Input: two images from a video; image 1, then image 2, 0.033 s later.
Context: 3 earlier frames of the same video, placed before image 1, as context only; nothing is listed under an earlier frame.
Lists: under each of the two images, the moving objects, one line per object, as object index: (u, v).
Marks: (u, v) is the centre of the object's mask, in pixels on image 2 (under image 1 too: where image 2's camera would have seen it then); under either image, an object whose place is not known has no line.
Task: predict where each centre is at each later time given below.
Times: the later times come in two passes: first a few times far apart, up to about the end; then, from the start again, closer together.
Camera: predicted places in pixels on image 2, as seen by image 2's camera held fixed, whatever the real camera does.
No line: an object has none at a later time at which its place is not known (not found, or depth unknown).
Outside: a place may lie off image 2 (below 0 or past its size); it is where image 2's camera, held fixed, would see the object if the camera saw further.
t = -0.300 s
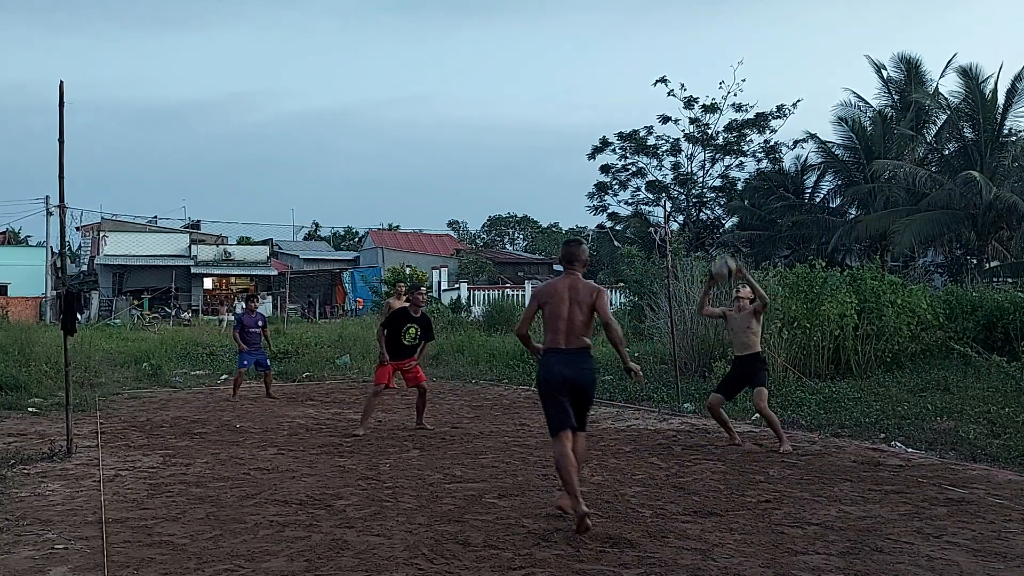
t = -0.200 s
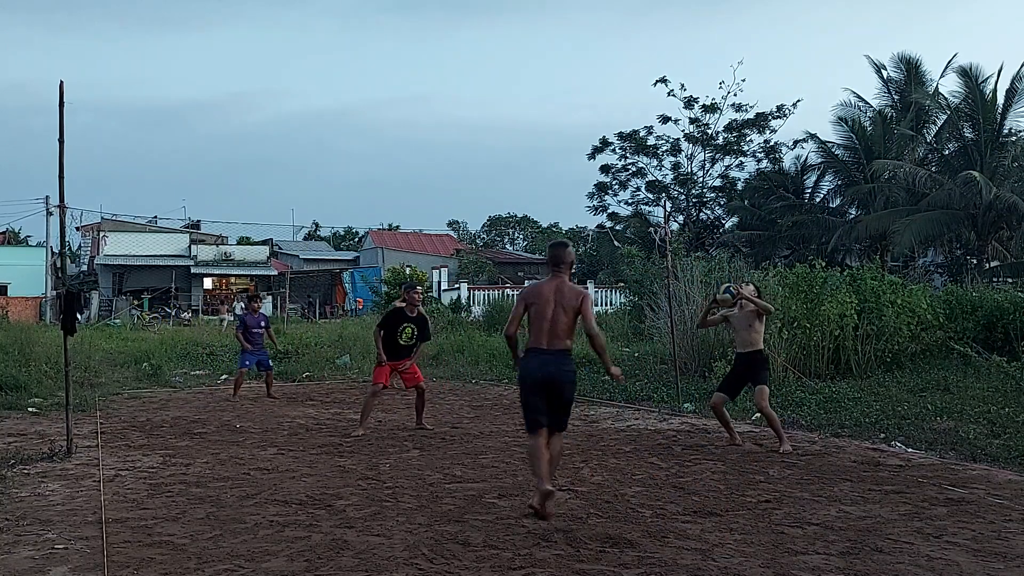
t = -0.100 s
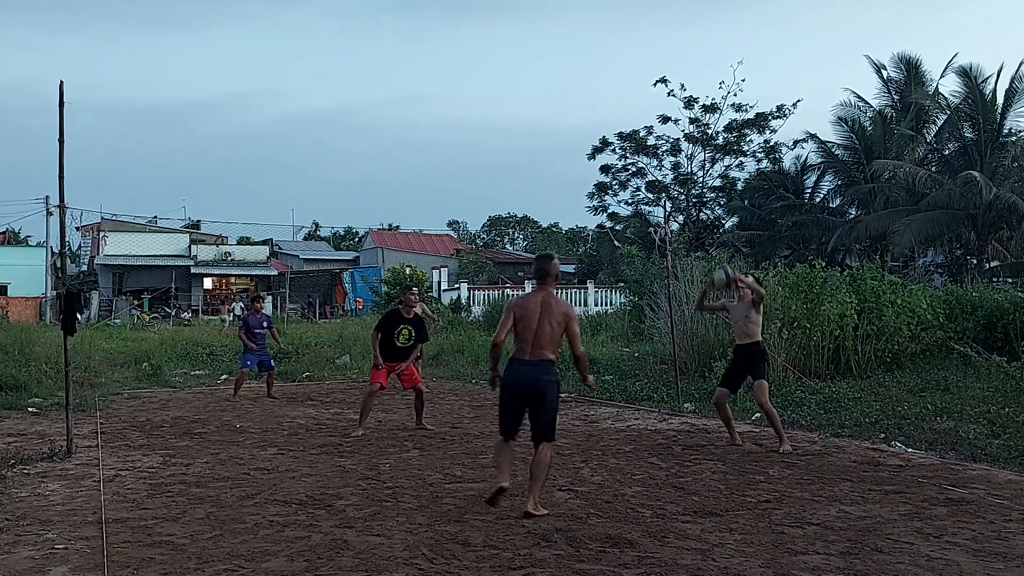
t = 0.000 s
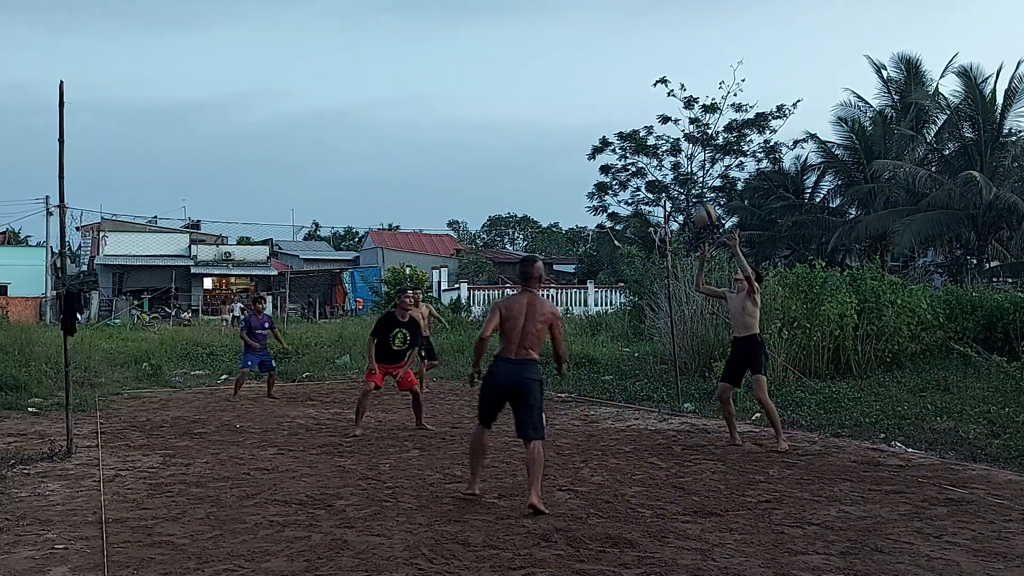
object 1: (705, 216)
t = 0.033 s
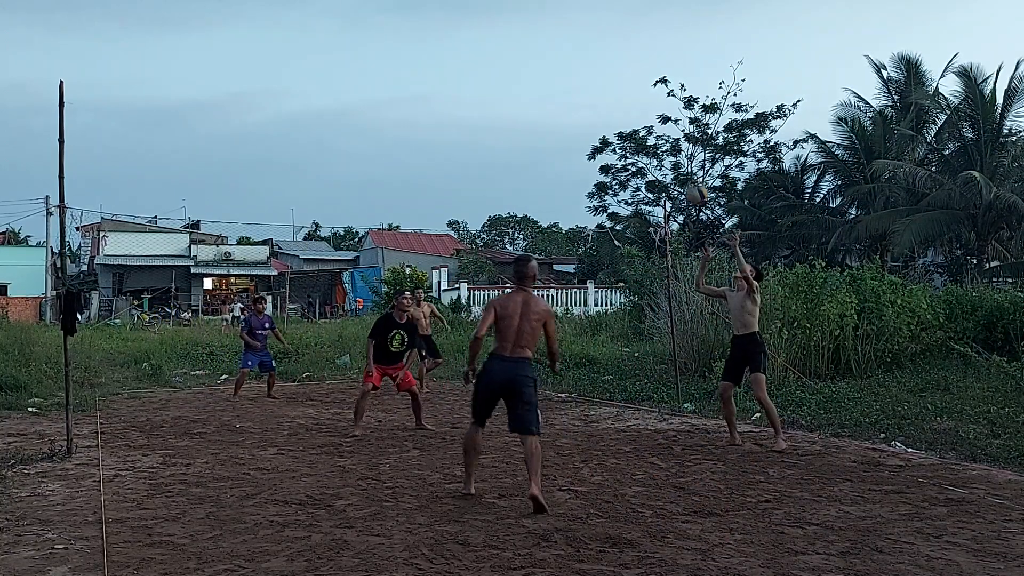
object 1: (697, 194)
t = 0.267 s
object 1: (639, 86)
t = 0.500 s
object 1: (585, 40)
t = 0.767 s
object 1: (523, 60)
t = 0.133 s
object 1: (673, 140)
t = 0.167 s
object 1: (664, 124)
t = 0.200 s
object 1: (655, 111)
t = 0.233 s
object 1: (647, 98)
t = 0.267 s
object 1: (639, 86)
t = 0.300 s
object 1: (631, 76)
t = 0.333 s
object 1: (624, 67)
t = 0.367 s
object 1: (616, 59)
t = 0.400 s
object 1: (608, 53)
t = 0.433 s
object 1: (600, 47)
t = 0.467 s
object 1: (592, 43)
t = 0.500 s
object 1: (585, 40)
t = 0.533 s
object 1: (577, 39)
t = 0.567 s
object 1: (569, 38)
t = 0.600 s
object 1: (561, 39)
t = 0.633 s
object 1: (554, 40)
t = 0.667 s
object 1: (546, 44)
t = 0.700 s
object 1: (538, 48)
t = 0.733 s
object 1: (531, 53)
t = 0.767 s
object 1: (523, 60)
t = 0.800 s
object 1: (516, 68)
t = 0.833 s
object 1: (508, 77)
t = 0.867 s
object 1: (501, 88)
